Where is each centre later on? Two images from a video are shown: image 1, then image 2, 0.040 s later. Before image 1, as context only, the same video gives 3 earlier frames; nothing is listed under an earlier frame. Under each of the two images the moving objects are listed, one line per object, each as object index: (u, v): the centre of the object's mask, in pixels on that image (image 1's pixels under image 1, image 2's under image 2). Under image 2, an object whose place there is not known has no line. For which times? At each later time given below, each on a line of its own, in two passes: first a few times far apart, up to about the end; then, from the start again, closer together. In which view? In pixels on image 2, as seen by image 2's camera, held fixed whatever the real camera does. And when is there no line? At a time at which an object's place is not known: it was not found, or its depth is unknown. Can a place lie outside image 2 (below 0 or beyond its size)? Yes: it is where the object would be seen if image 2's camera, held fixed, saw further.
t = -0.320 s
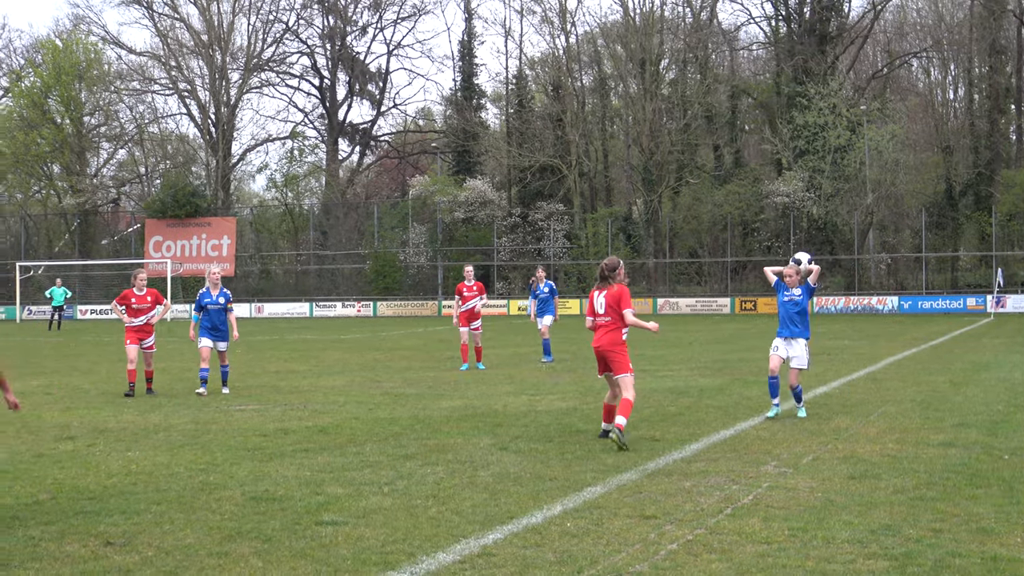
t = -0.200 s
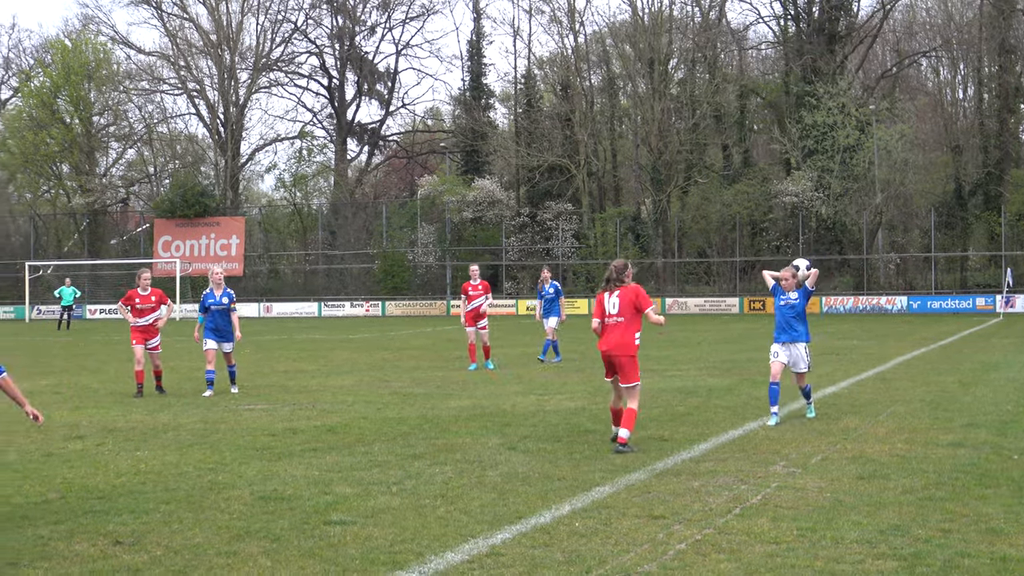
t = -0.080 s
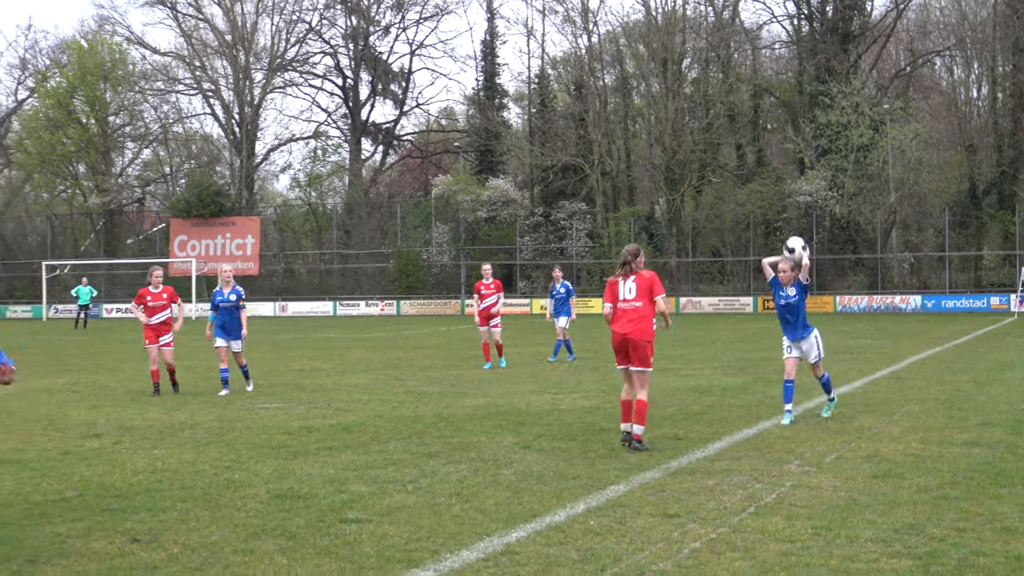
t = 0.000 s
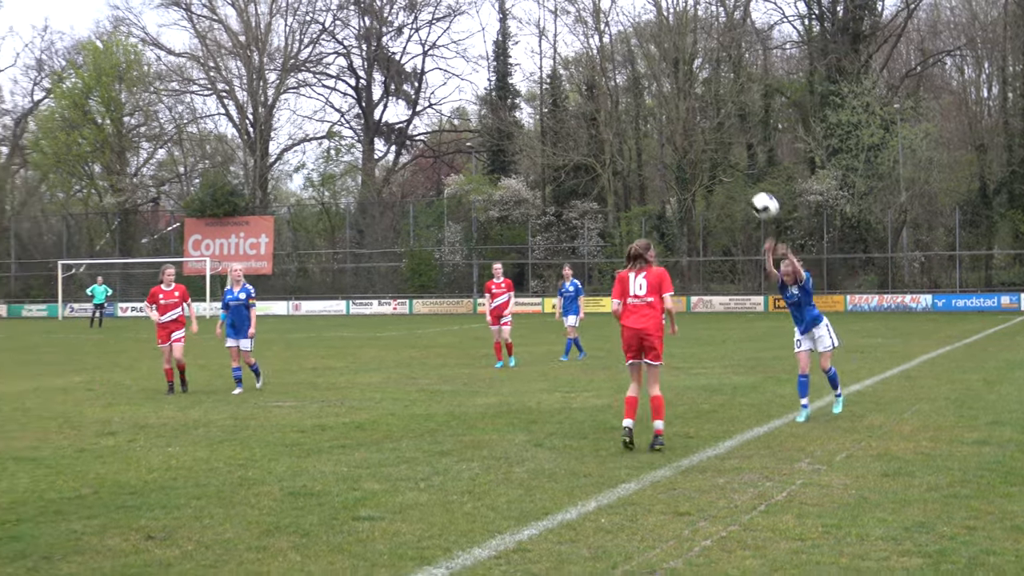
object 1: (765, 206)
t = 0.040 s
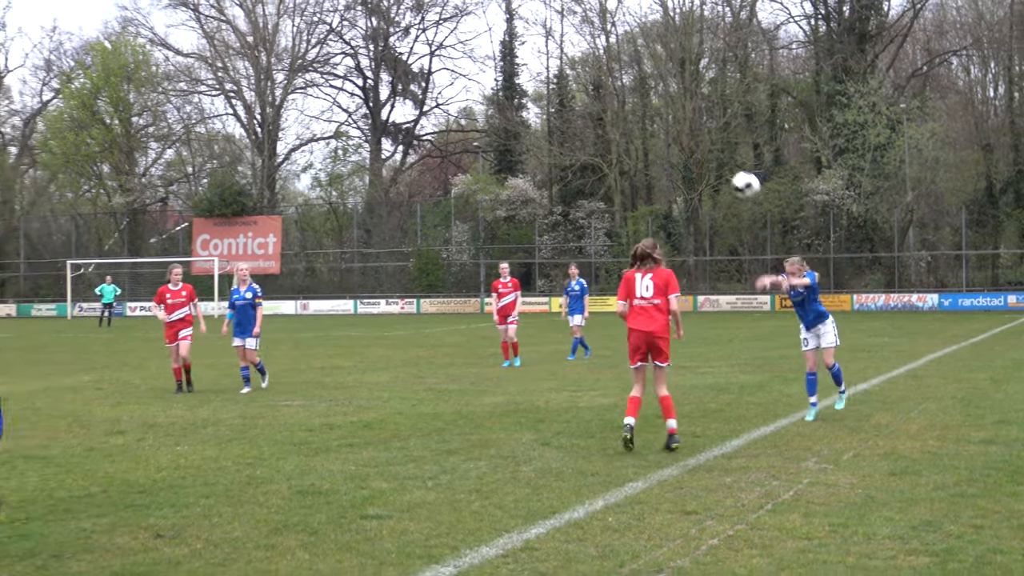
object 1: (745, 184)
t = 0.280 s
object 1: (555, 83)
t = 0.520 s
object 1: (270, 13)
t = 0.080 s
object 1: (717, 166)
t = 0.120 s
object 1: (688, 148)
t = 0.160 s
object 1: (657, 131)
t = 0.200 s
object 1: (625, 114)
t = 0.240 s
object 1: (592, 99)
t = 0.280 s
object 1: (555, 83)
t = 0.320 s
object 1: (515, 71)
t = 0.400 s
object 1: (429, 45)
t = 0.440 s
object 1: (381, 32)
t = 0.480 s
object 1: (327, 21)
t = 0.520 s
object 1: (270, 13)
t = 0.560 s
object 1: (206, 8)
